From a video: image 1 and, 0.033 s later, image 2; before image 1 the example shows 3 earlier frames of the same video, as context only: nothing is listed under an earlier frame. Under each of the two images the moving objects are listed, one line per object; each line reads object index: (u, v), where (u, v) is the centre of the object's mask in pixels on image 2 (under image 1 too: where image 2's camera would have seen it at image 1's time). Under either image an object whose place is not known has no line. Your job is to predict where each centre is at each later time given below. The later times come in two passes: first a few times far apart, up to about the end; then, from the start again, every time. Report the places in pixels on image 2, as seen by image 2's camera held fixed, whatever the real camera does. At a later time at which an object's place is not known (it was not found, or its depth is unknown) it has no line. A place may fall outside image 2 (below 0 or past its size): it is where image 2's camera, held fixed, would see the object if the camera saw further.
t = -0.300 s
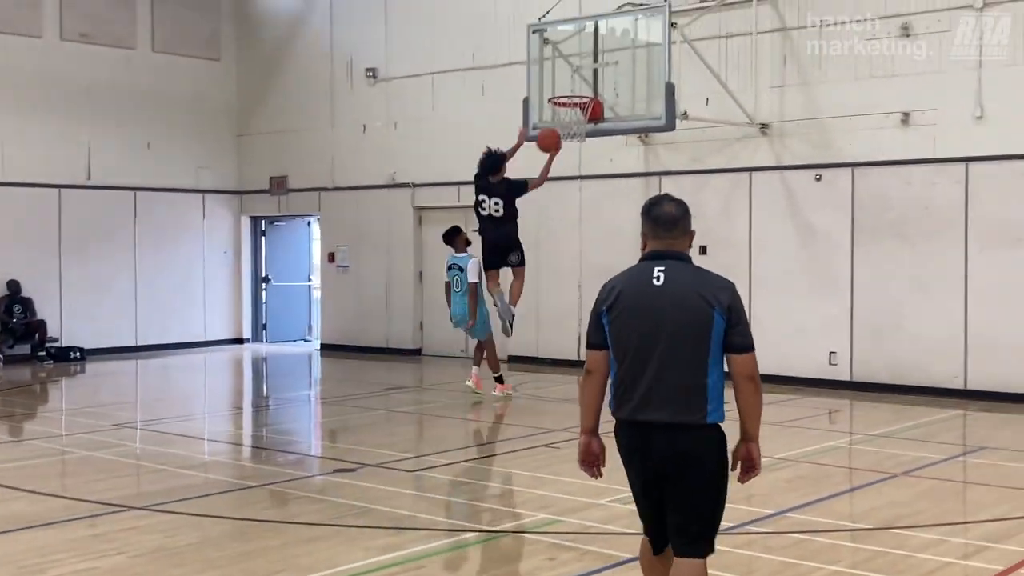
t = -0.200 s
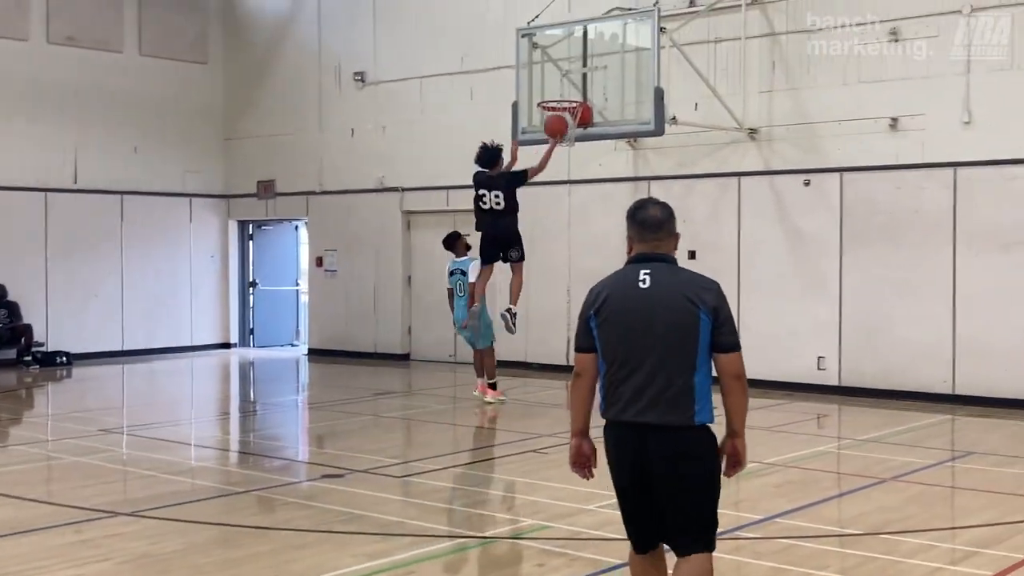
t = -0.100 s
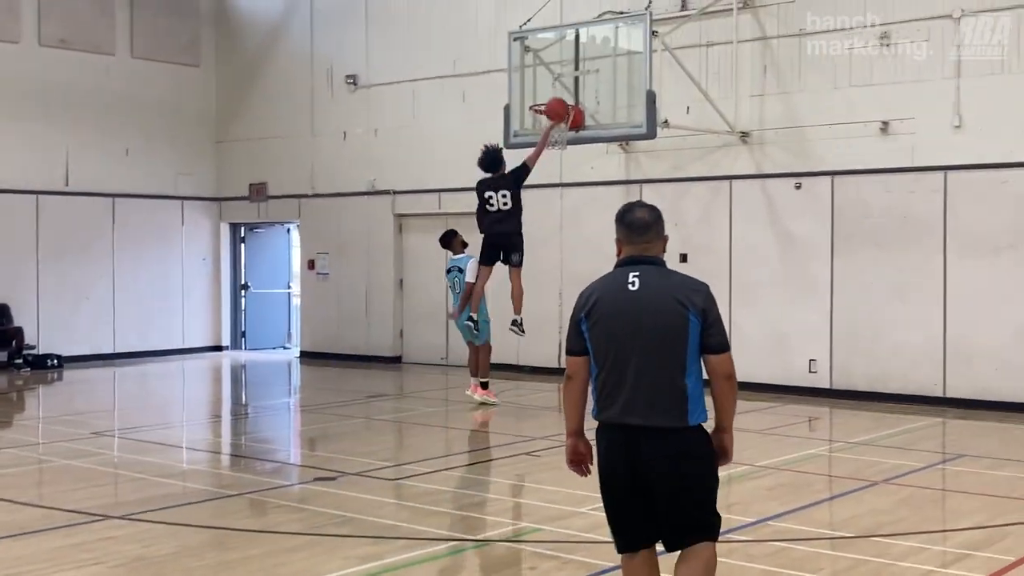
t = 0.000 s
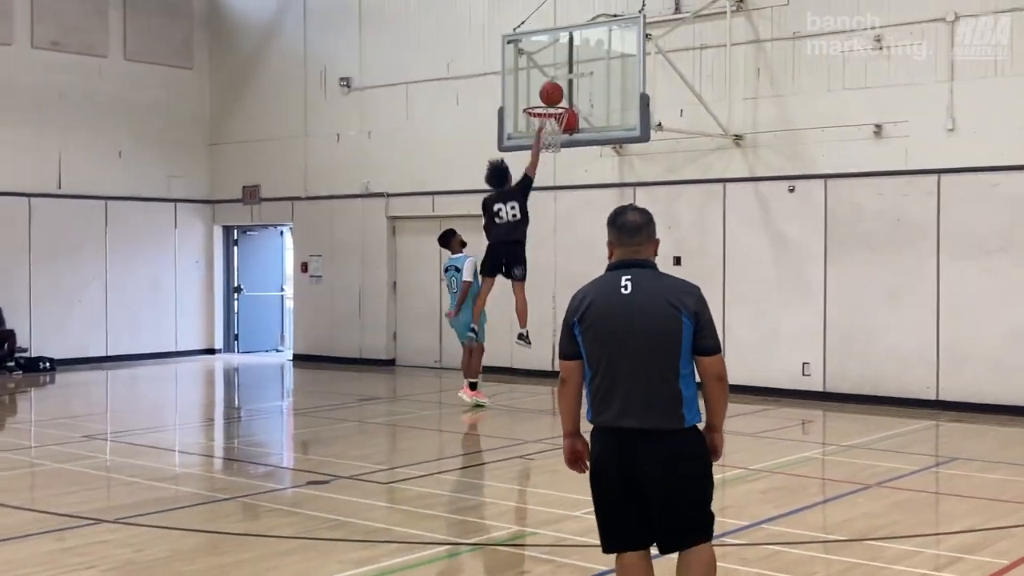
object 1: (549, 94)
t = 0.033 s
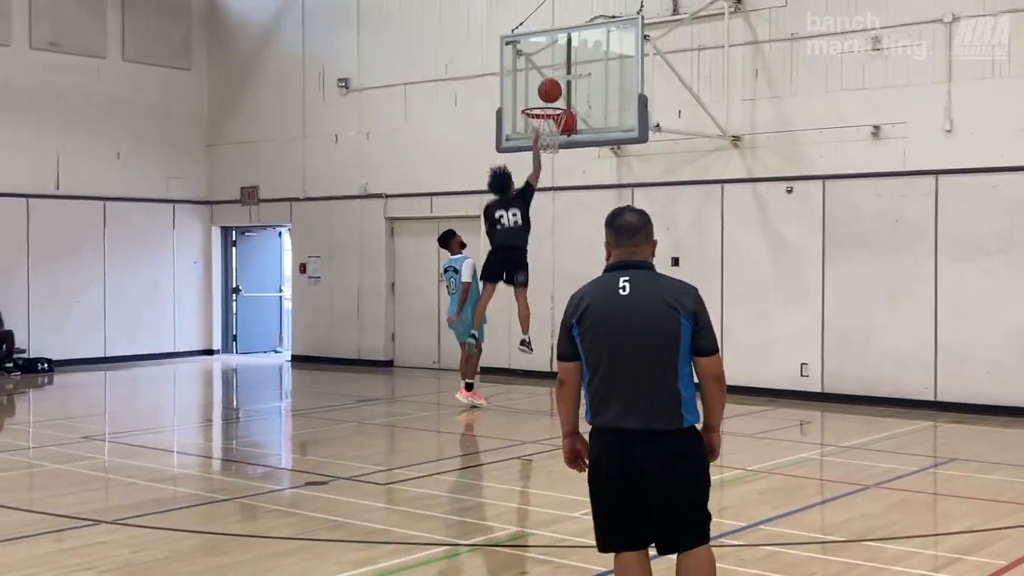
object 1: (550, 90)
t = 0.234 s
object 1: (550, 88)
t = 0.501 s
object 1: (550, 128)
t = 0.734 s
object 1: (546, 147)
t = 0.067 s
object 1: (550, 88)
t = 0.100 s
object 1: (550, 85)
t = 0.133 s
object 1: (550, 84)
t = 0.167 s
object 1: (550, 85)
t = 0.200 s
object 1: (550, 86)
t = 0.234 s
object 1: (550, 88)
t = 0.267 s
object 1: (550, 91)
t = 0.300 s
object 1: (550, 96)
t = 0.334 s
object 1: (550, 100)
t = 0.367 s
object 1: (550, 102)
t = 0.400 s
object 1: (551, 107)
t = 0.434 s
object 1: (550, 114)
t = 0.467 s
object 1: (549, 121)
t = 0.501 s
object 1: (550, 128)
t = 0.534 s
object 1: (551, 132)
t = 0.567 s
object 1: (551, 137)
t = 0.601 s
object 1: (551, 137)
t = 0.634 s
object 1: (551, 138)
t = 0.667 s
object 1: (548, 141)
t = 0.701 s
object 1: (547, 142)
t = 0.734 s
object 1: (546, 147)
